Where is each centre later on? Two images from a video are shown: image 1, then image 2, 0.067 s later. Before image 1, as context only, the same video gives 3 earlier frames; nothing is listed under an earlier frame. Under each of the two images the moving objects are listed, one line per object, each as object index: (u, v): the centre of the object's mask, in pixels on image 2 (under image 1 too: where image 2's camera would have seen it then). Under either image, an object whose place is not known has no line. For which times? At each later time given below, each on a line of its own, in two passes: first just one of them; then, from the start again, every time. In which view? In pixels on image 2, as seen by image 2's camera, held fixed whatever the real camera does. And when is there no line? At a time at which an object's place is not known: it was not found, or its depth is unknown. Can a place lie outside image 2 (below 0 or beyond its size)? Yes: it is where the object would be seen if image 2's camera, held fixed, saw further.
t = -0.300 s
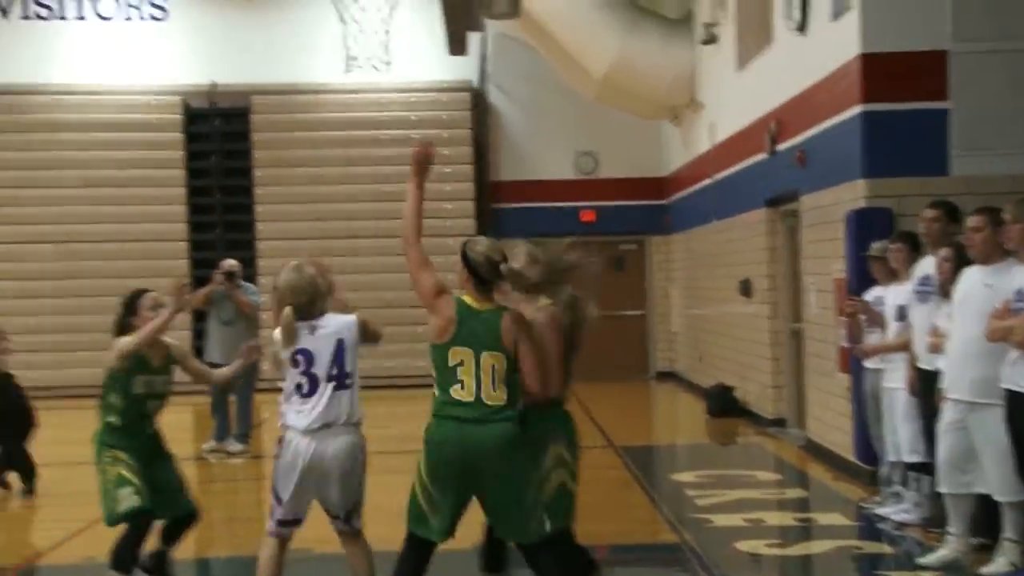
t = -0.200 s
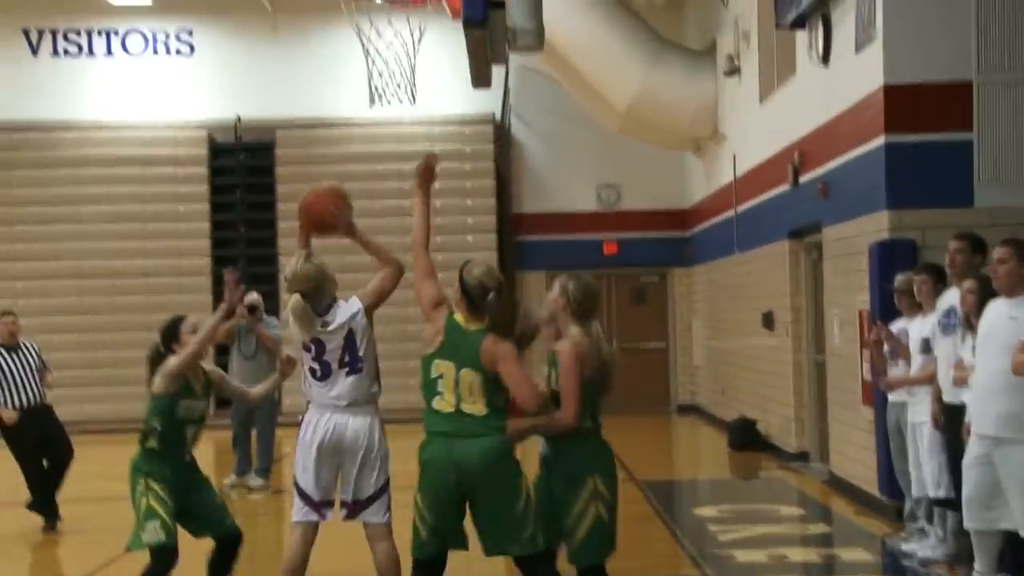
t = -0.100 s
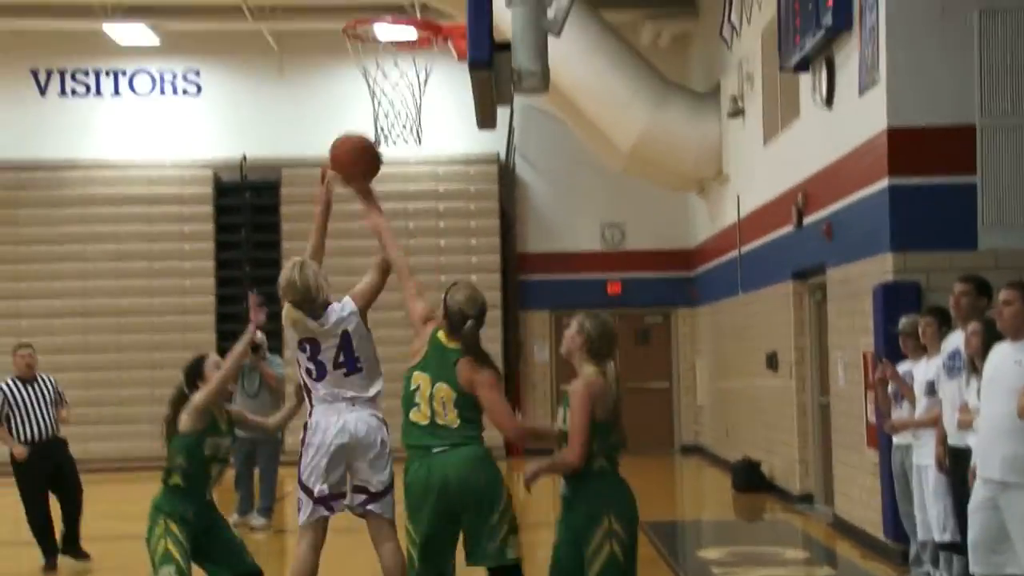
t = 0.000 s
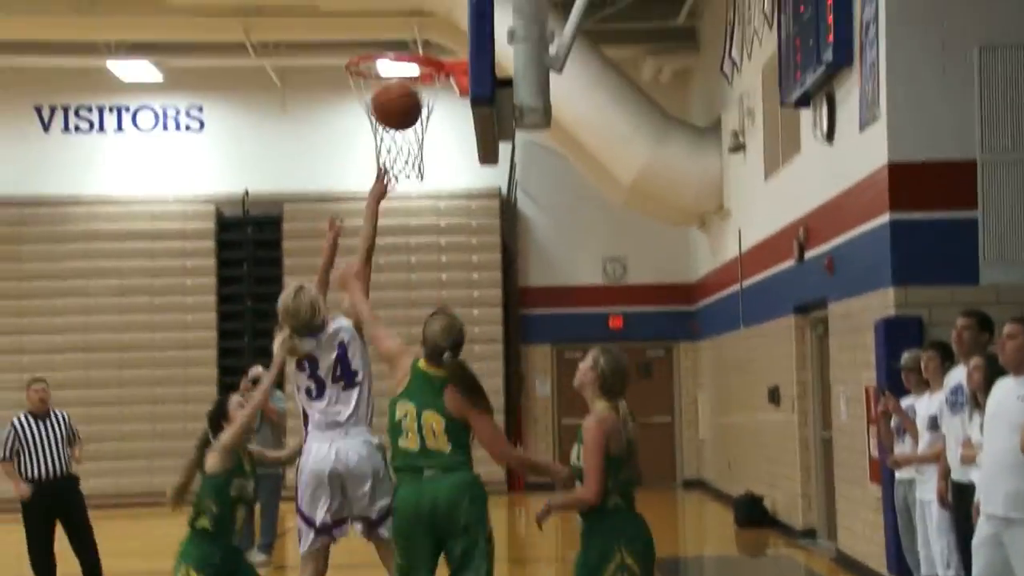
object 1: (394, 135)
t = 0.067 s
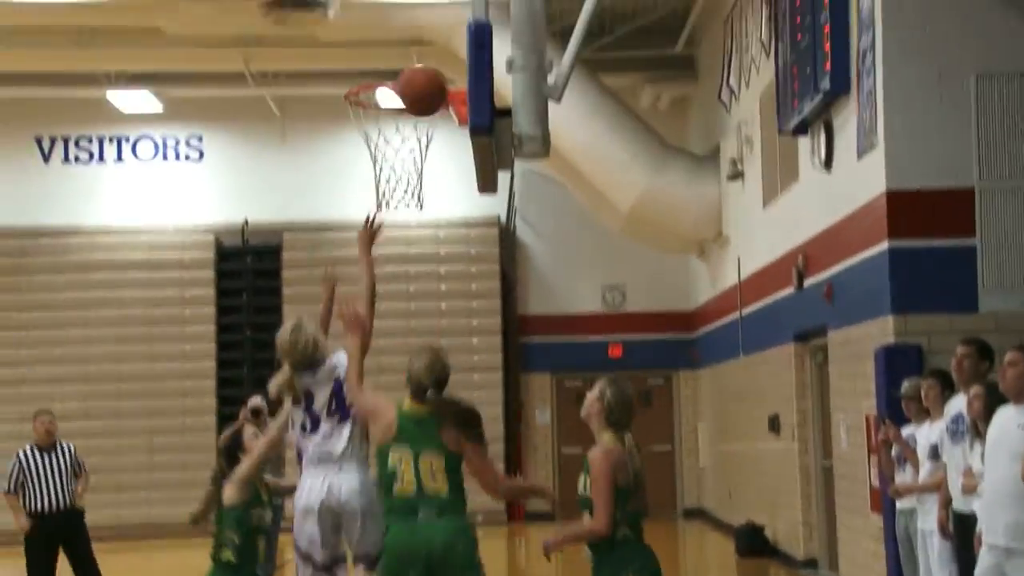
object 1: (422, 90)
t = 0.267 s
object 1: (413, 36)
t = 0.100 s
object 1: (435, 73)
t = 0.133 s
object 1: (447, 57)
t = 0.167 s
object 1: (445, 48)
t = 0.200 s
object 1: (435, 42)
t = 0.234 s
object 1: (424, 37)
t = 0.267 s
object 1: (413, 36)
